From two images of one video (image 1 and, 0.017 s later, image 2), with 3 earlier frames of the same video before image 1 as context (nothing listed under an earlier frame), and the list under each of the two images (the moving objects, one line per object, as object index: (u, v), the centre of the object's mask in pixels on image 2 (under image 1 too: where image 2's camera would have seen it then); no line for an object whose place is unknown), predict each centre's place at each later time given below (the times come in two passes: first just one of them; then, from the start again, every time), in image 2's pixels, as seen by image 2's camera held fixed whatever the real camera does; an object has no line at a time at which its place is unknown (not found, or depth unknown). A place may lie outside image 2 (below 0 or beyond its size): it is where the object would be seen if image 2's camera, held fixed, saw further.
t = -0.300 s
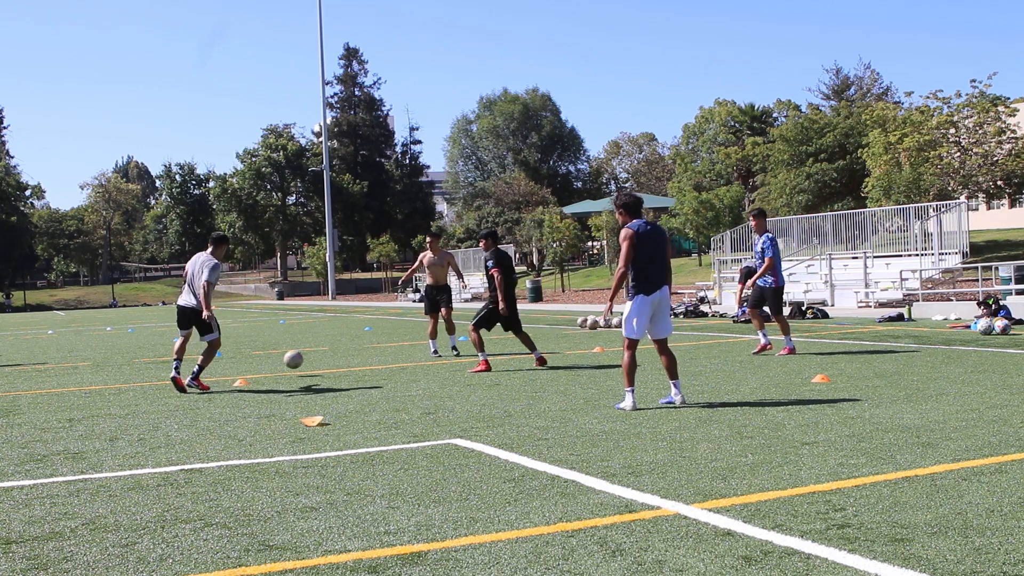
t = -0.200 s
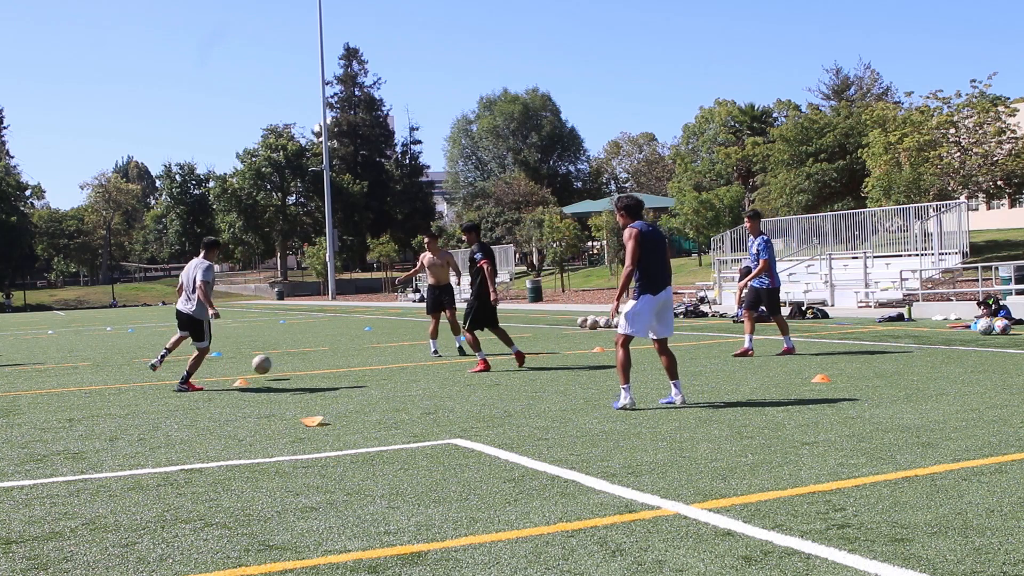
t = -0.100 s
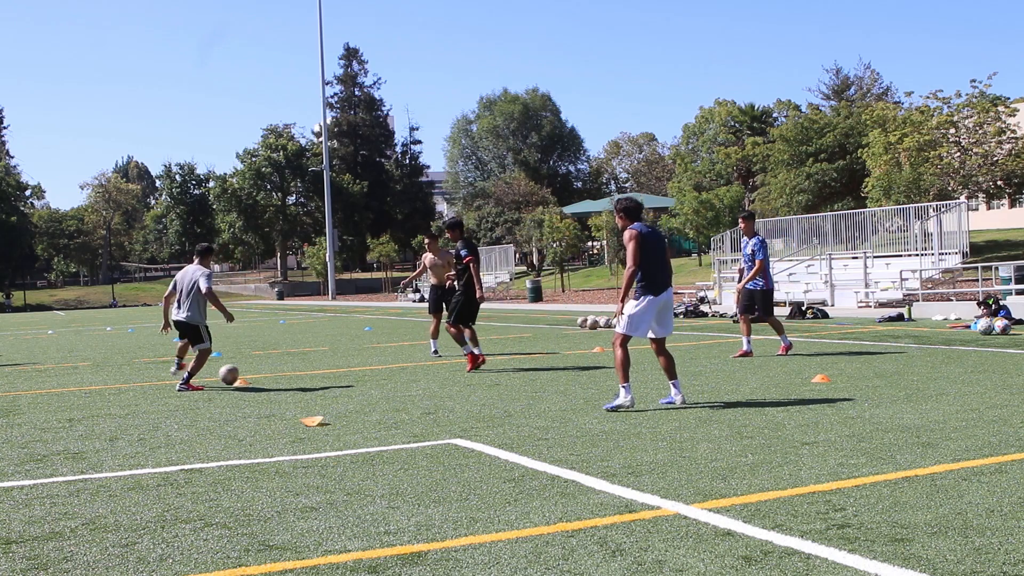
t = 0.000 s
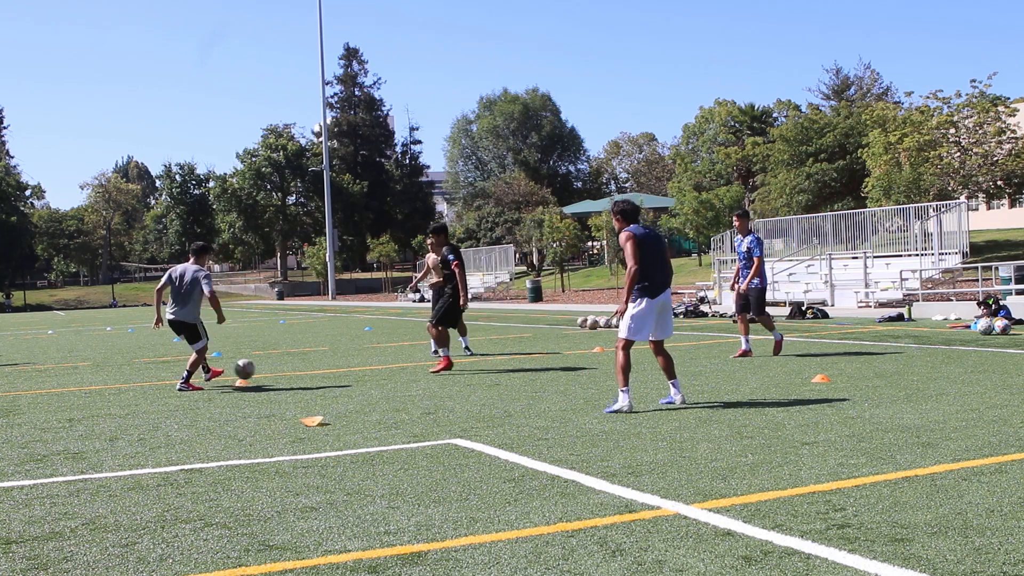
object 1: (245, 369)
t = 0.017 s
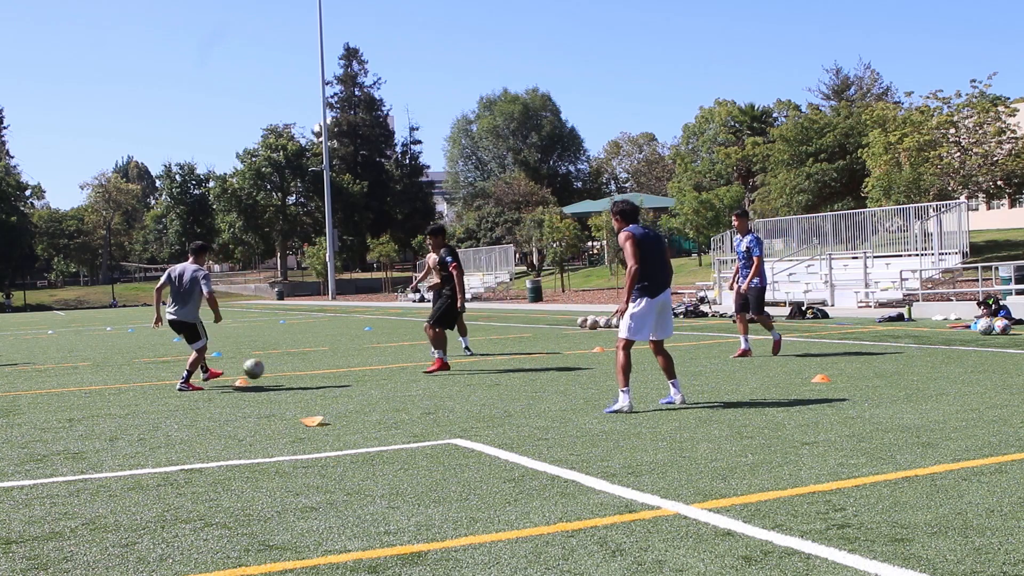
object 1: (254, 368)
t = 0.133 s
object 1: (322, 373)
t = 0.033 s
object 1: (263, 368)
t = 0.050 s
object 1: (273, 368)
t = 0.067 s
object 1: (282, 368)
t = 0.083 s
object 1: (292, 369)
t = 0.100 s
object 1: (302, 370)
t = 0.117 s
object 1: (312, 371)
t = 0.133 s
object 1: (322, 373)
